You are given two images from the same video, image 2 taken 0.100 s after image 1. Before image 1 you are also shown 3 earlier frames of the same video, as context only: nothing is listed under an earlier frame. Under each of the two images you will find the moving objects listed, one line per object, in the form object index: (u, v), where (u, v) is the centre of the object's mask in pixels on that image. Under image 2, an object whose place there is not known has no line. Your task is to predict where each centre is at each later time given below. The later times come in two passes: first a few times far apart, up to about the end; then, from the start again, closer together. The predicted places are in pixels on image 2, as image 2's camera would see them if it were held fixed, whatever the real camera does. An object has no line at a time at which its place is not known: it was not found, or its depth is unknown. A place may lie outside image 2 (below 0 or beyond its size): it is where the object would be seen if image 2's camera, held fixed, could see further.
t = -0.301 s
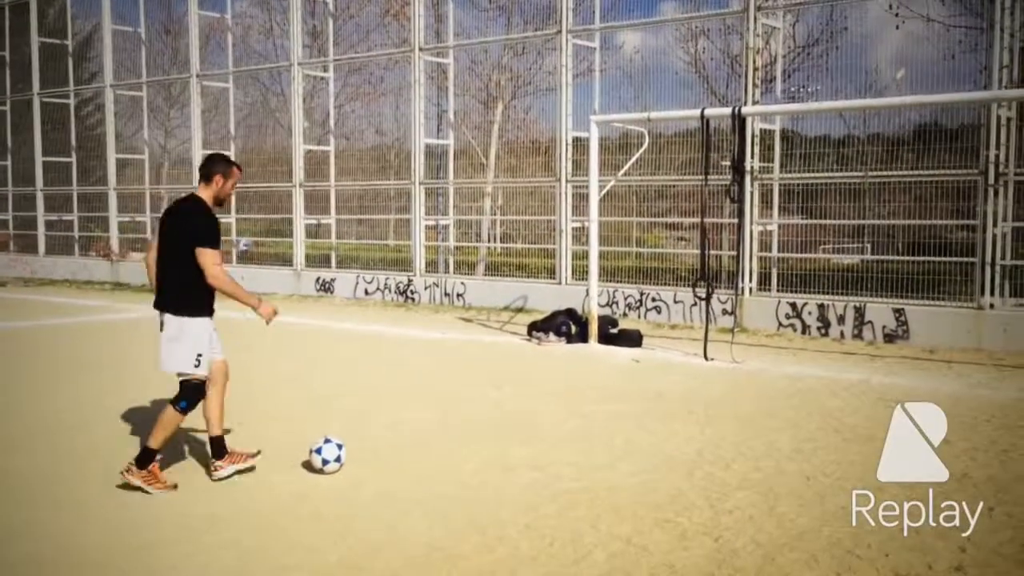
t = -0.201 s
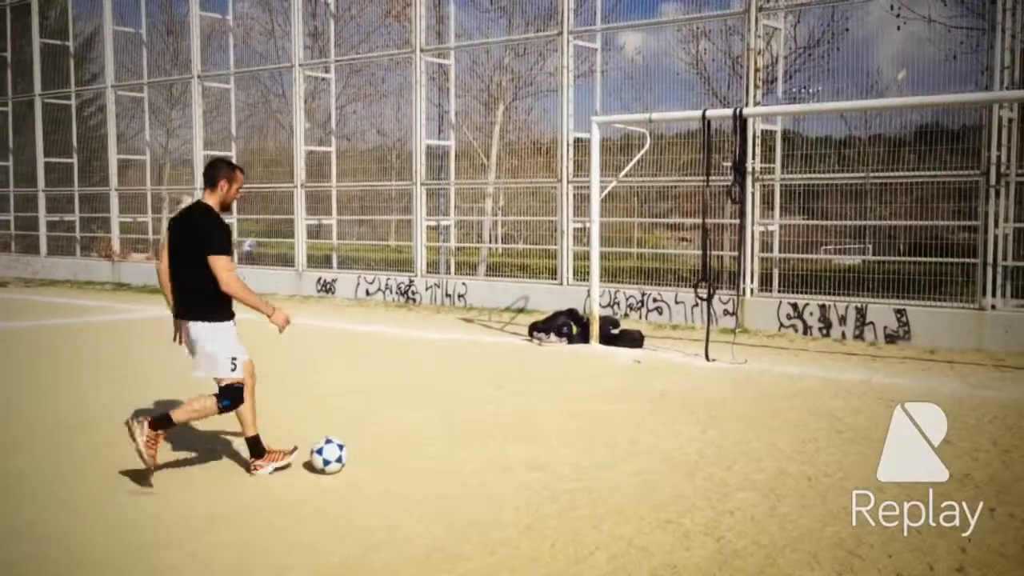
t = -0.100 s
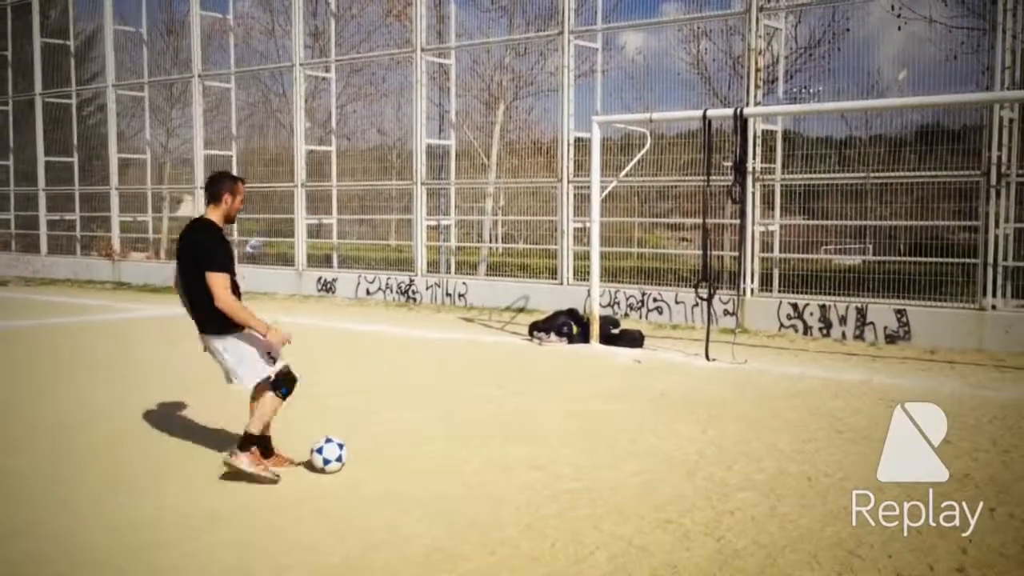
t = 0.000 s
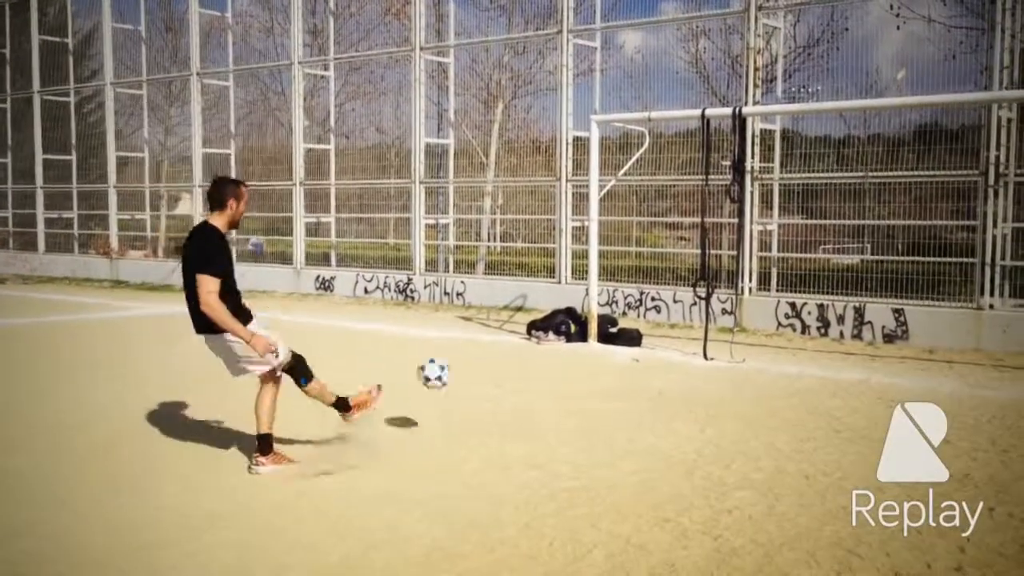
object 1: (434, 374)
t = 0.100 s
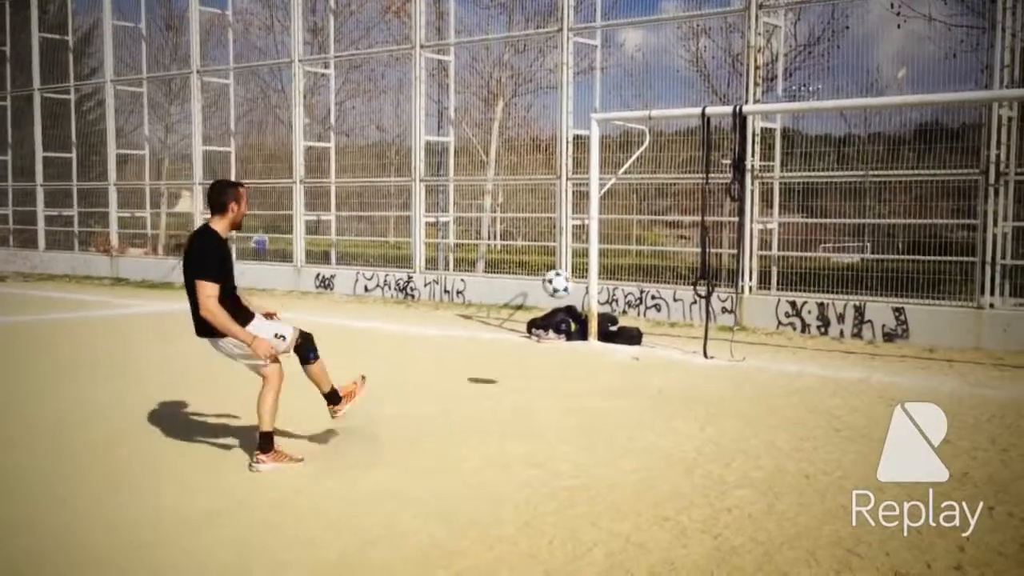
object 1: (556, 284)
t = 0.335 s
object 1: (749, 180)
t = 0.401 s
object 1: (787, 164)
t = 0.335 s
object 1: (749, 180)
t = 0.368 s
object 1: (769, 170)
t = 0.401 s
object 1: (787, 164)
